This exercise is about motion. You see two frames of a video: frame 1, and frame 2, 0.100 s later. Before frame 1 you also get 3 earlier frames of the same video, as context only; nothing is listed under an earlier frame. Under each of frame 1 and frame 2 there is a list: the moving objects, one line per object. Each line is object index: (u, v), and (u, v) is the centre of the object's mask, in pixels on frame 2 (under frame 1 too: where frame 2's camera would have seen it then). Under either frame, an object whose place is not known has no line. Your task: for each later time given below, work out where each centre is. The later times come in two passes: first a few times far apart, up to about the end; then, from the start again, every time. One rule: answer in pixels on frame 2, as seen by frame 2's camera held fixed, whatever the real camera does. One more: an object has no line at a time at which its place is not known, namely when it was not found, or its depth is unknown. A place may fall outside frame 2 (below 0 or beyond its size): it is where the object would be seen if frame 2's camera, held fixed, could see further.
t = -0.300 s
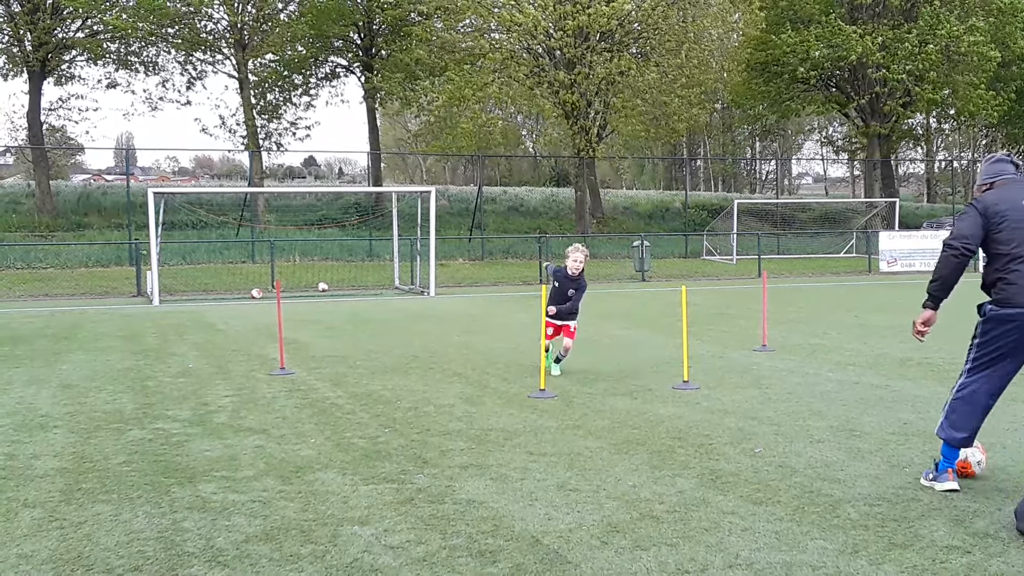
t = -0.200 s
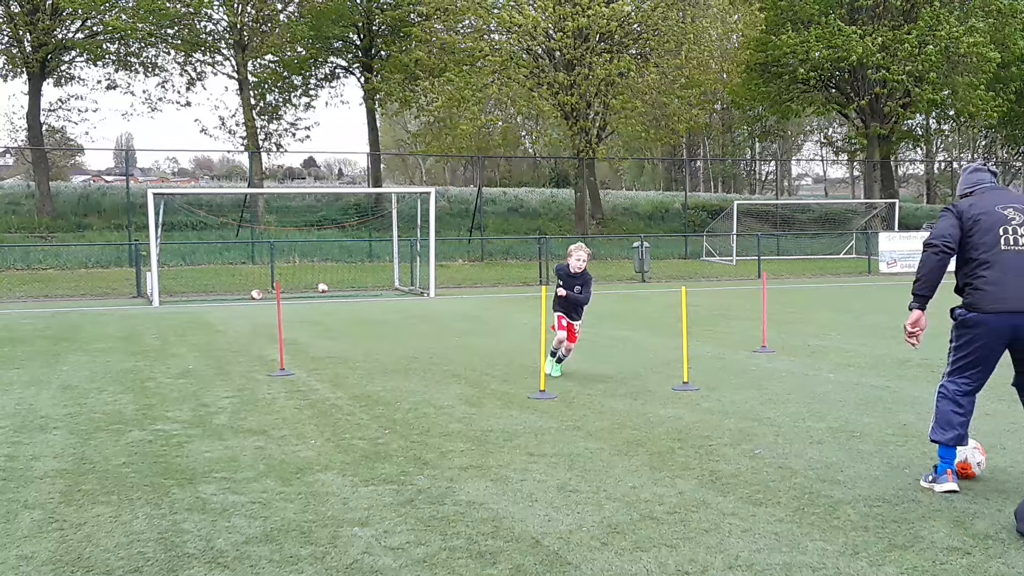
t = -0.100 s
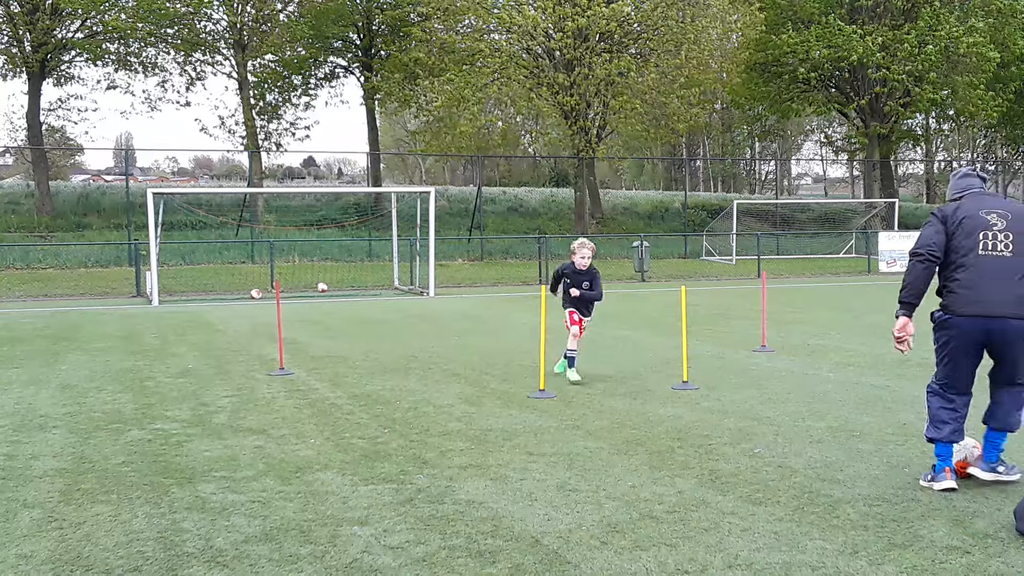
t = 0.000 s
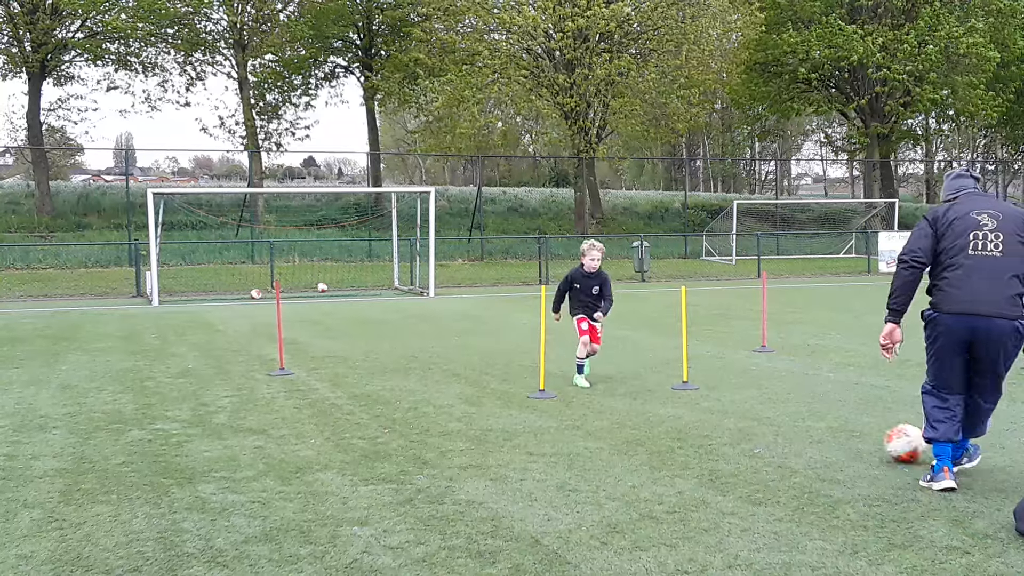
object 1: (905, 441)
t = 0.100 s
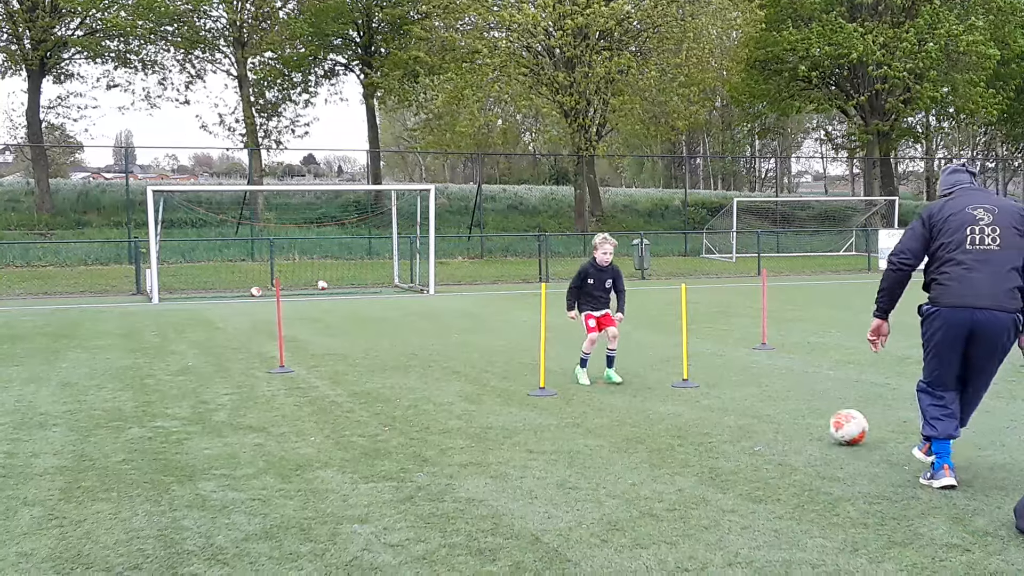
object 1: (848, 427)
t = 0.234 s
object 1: (789, 411)
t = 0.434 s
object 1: (725, 396)
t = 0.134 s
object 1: (832, 422)
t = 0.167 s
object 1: (816, 419)
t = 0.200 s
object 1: (802, 415)
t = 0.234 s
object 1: (789, 411)
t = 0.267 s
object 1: (776, 410)
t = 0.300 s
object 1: (765, 406)
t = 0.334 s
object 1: (754, 403)
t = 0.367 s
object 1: (744, 401)
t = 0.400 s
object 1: (734, 398)
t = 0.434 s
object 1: (725, 396)
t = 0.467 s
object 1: (716, 394)
